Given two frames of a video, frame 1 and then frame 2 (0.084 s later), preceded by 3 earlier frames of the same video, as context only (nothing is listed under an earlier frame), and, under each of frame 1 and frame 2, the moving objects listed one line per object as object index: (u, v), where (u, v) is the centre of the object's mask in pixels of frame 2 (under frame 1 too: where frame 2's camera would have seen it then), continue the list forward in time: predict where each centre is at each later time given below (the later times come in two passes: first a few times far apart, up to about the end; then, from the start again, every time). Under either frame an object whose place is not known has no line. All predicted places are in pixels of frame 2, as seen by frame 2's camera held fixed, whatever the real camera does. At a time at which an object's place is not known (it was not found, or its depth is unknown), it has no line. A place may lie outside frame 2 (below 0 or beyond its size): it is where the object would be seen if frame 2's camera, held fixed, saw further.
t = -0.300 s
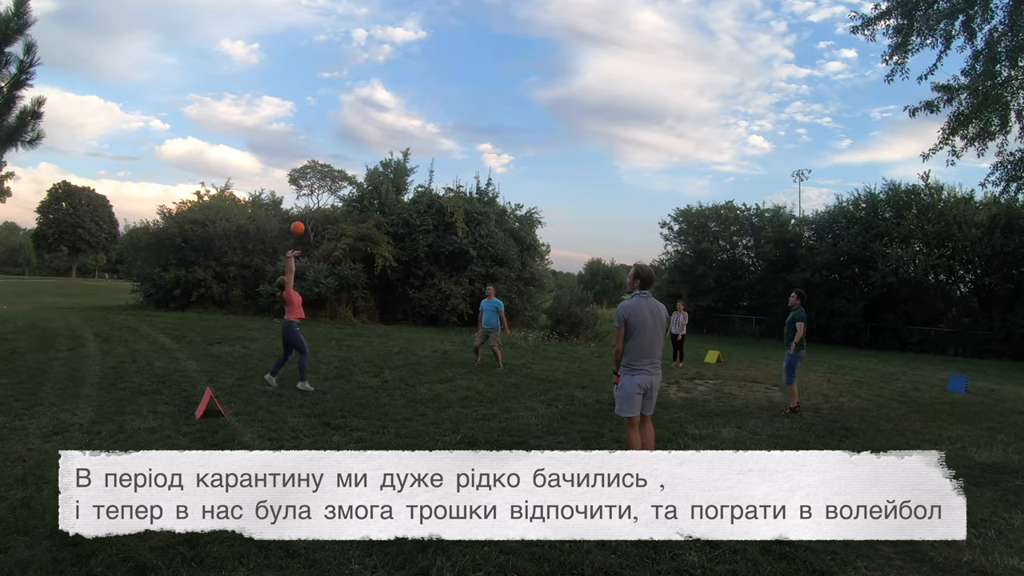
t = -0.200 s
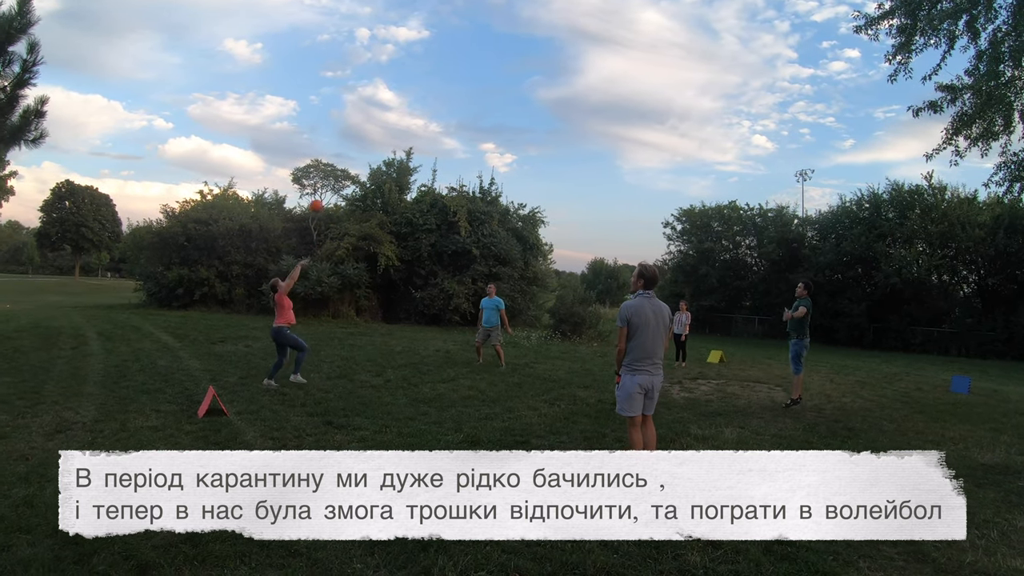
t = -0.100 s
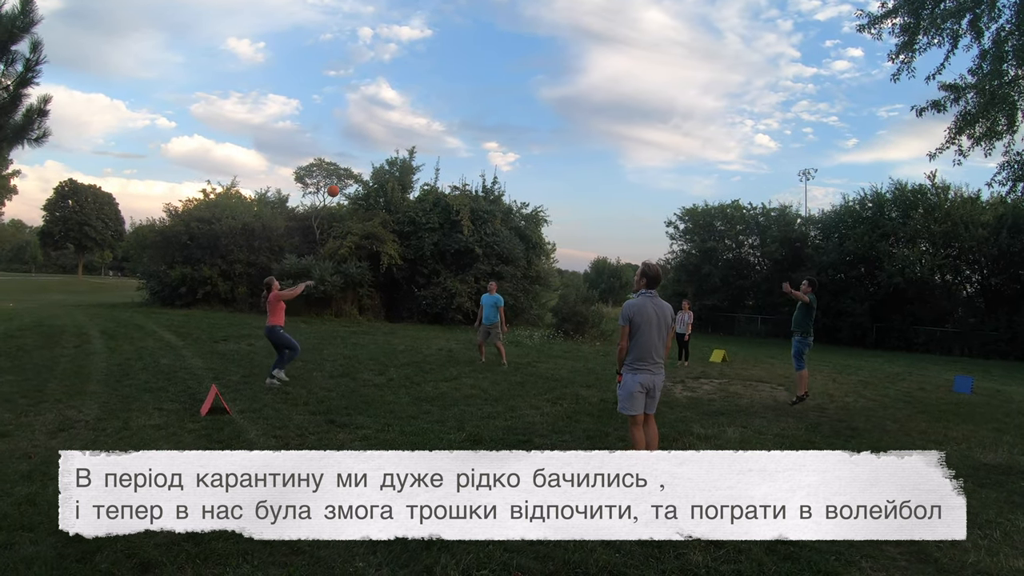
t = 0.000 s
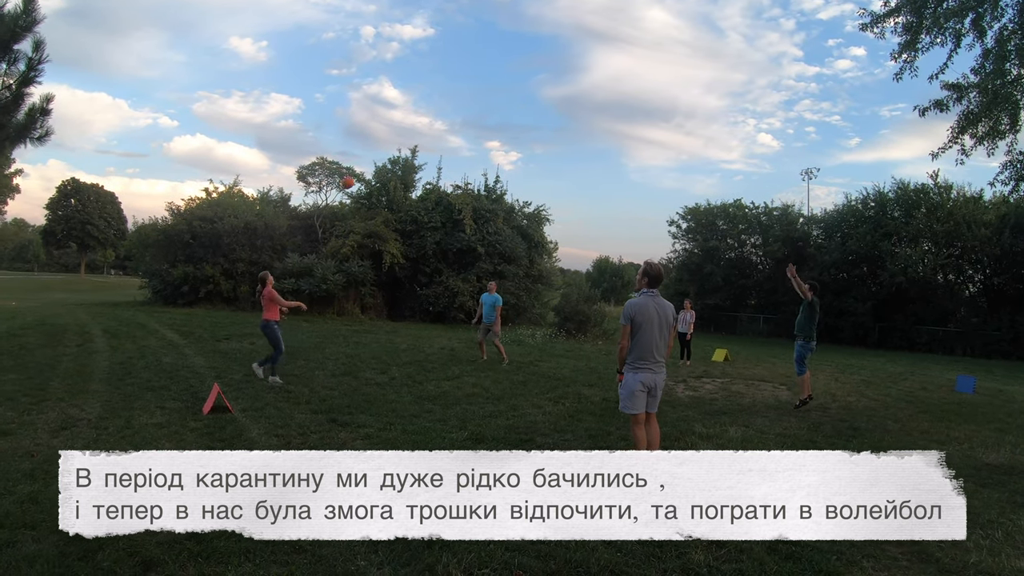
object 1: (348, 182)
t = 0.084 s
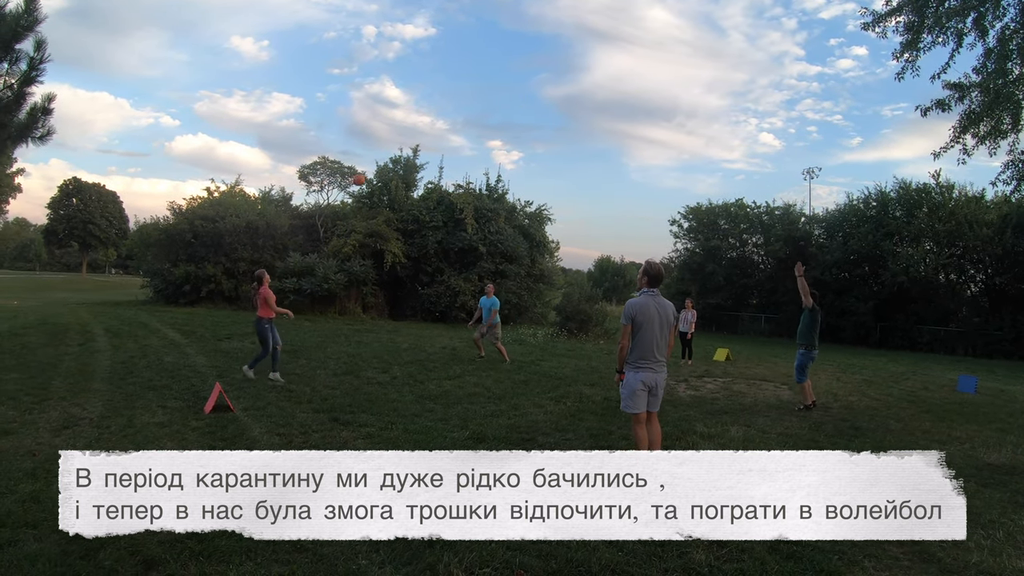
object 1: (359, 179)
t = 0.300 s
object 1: (379, 192)
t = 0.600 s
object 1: (400, 240)
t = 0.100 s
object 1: (360, 179)
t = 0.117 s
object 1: (362, 179)
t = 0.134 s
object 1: (363, 180)
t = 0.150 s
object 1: (365, 180)
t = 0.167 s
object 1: (368, 181)
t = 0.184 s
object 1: (368, 181)
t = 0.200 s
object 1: (370, 183)
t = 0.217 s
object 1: (371, 183)
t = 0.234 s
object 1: (374, 185)
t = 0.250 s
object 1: (375, 186)
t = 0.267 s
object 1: (376, 188)
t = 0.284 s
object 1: (378, 190)
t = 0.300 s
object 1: (379, 192)
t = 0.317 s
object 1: (380, 194)
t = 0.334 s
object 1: (382, 194)
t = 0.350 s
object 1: (383, 198)
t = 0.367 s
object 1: (384, 200)
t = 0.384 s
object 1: (386, 201)
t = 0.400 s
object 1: (387, 204)
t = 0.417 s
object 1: (388, 207)
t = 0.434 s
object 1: (389, 209)
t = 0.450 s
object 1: (391, 212)
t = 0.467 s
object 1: (392, 215)
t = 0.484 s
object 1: (393, 217)
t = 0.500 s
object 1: (394, 220)
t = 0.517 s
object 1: (395, 224)
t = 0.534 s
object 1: (396, 227)
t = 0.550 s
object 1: (397, 230)
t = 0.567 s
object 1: (398, 233)
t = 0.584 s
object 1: (399, 237)
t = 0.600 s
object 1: (400, 240)
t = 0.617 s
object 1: (401, 244)
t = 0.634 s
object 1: (401, 248)
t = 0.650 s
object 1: (403, 251)
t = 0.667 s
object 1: (403, 255)
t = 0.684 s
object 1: (404, 259)
